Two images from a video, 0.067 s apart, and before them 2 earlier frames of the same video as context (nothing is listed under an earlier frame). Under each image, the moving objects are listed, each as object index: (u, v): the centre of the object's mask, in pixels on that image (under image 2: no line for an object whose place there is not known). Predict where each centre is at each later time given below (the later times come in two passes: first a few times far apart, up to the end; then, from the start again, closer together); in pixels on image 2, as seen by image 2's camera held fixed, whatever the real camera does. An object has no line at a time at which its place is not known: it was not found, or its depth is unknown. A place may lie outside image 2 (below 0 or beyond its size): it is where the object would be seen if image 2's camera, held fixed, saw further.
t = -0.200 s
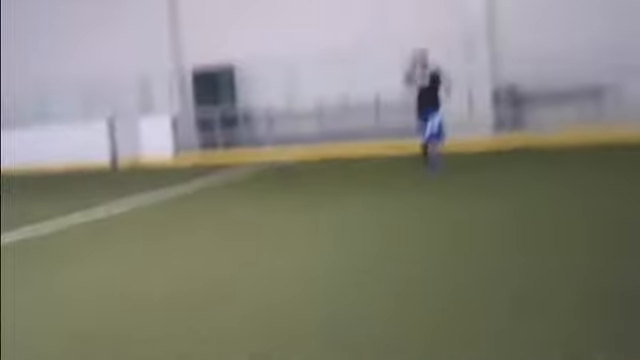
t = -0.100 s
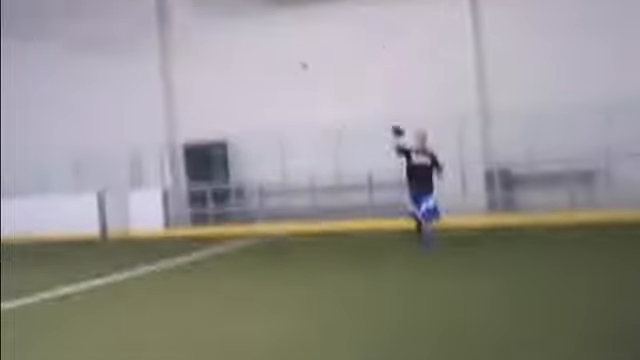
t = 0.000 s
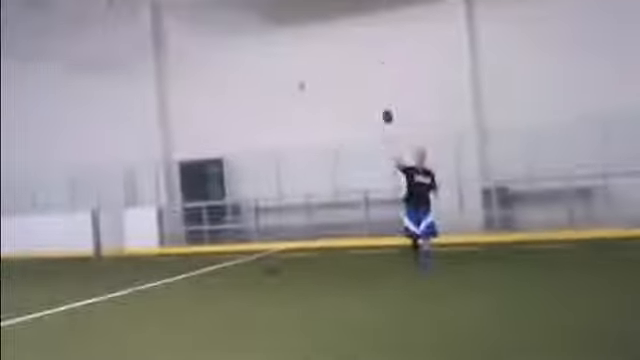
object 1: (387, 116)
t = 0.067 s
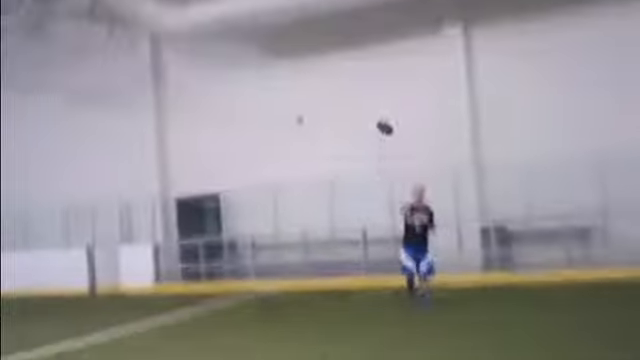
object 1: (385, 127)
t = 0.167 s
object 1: (383, 92)
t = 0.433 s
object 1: (365, 9)
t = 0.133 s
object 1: (384, 104)
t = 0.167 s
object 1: (383, 92)
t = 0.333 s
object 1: (374, 42)
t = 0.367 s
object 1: (369, 29)
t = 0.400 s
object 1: (368, 17)
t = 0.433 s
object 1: (365, 9)
